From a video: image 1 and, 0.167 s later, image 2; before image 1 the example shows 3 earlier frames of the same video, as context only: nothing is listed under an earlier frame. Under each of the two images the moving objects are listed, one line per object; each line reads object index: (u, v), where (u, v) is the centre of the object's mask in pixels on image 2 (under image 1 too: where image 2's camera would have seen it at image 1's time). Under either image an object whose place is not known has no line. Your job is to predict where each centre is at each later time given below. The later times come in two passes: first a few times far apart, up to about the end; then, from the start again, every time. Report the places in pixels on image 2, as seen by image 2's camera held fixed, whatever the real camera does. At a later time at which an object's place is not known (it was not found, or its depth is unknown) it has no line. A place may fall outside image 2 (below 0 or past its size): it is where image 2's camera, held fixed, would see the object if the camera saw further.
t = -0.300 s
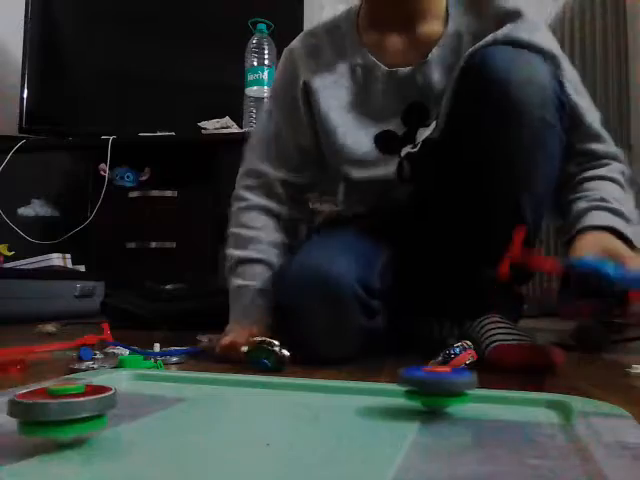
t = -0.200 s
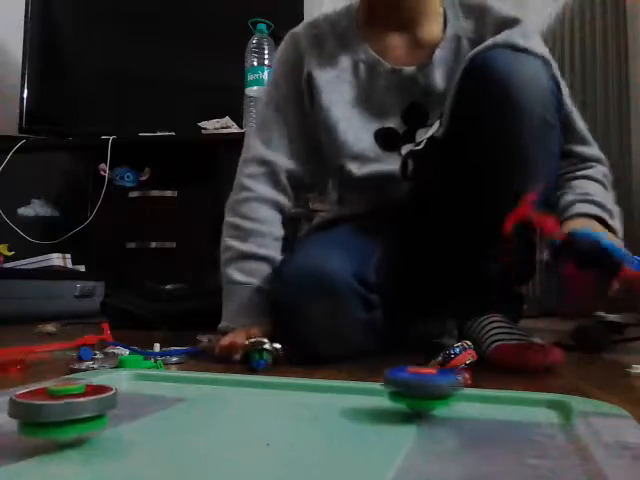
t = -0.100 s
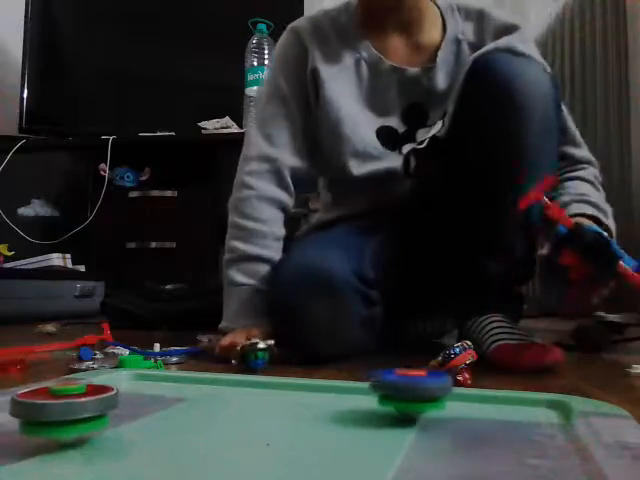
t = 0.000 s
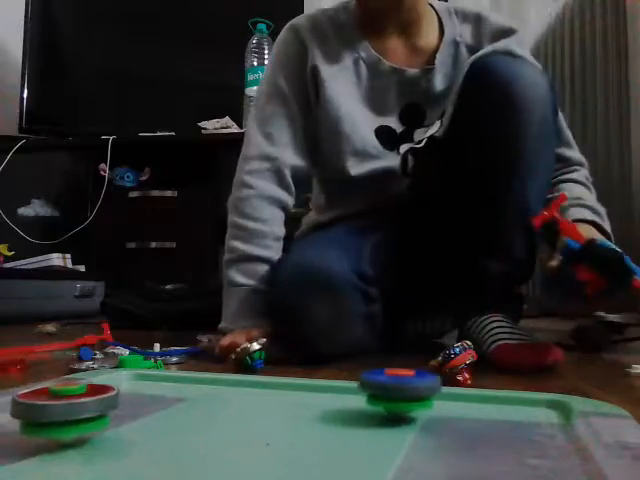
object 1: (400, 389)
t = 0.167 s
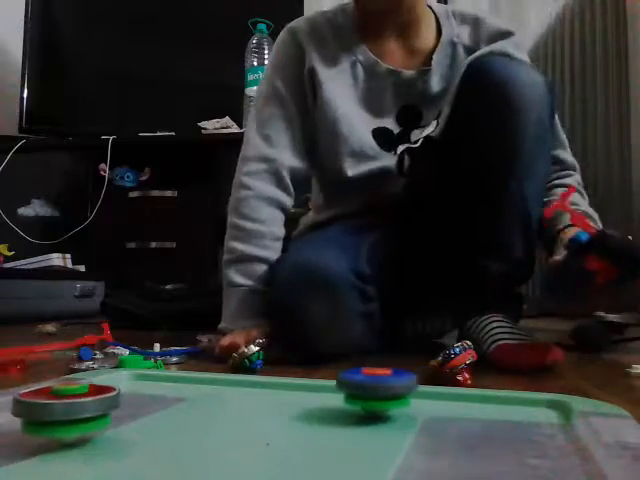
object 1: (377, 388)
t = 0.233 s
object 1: (367, 388)
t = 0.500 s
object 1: (322, 387)
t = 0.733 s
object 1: (280, 386)
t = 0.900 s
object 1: (251, 387)
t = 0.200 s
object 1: (372, 388)
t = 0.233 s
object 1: (367, 388)
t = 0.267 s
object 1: (362, 388)
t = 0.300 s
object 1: (356, 388)
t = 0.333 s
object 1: (350, 388)
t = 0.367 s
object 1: (345, 388)
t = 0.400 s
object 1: (339, 387)
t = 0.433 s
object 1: (333, 387)
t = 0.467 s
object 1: (327, 387)
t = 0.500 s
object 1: (322, 387)
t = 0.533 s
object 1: (316, 387)
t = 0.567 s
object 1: (310, 386)
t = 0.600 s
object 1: (304, 387)
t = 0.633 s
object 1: (298, 387)
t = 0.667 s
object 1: (292, 386)
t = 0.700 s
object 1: (287, 387)
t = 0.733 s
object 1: (280, 386)
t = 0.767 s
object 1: (275, 386)
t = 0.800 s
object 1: (269, 386)
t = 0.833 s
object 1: (263, 386)
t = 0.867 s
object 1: (257, 386)
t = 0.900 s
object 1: (251, 387)
